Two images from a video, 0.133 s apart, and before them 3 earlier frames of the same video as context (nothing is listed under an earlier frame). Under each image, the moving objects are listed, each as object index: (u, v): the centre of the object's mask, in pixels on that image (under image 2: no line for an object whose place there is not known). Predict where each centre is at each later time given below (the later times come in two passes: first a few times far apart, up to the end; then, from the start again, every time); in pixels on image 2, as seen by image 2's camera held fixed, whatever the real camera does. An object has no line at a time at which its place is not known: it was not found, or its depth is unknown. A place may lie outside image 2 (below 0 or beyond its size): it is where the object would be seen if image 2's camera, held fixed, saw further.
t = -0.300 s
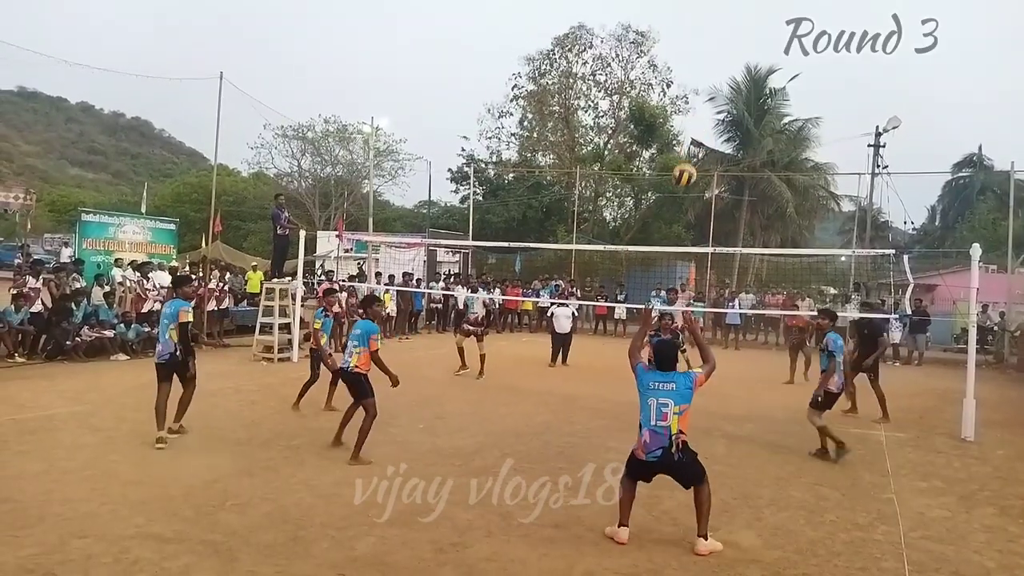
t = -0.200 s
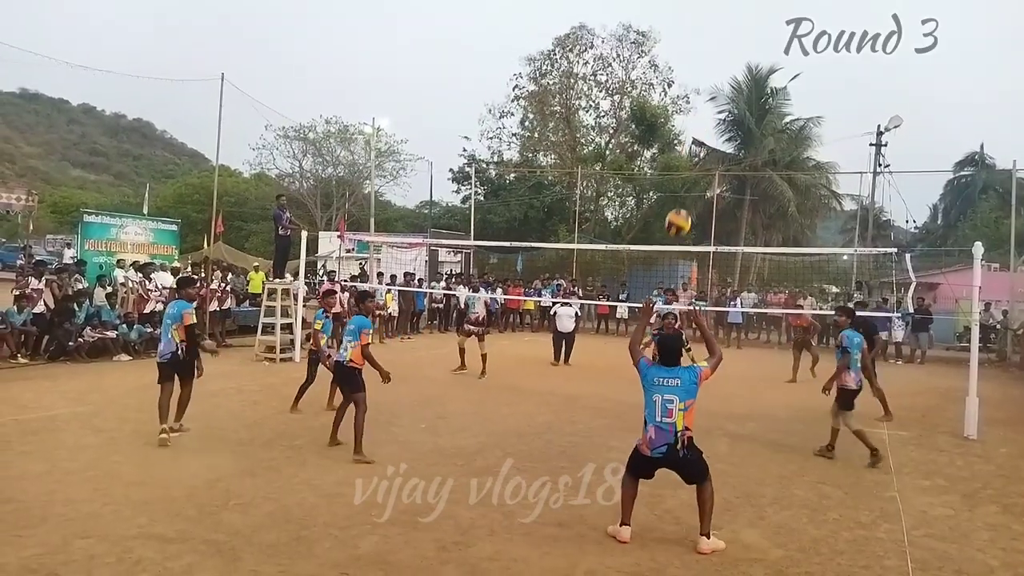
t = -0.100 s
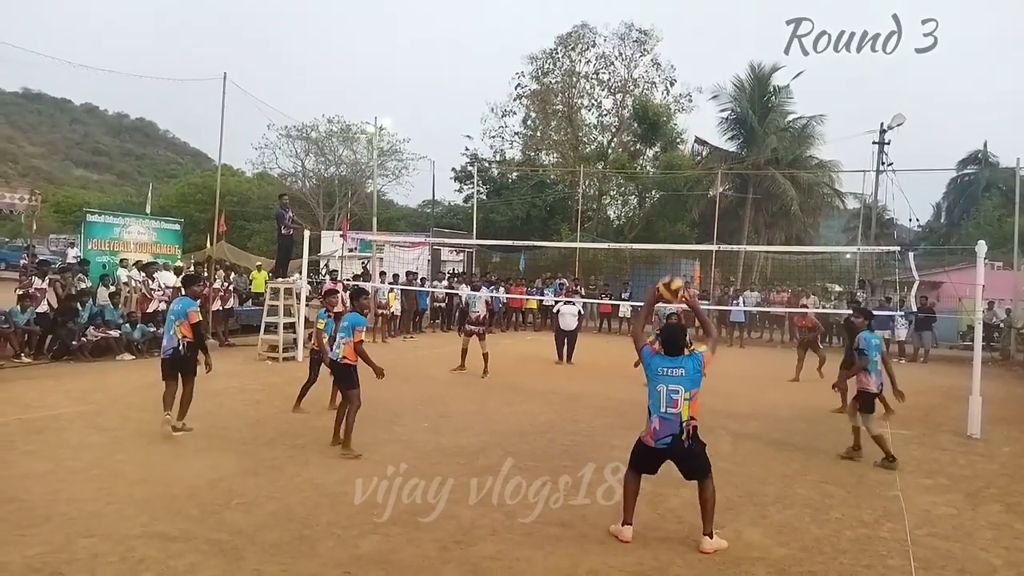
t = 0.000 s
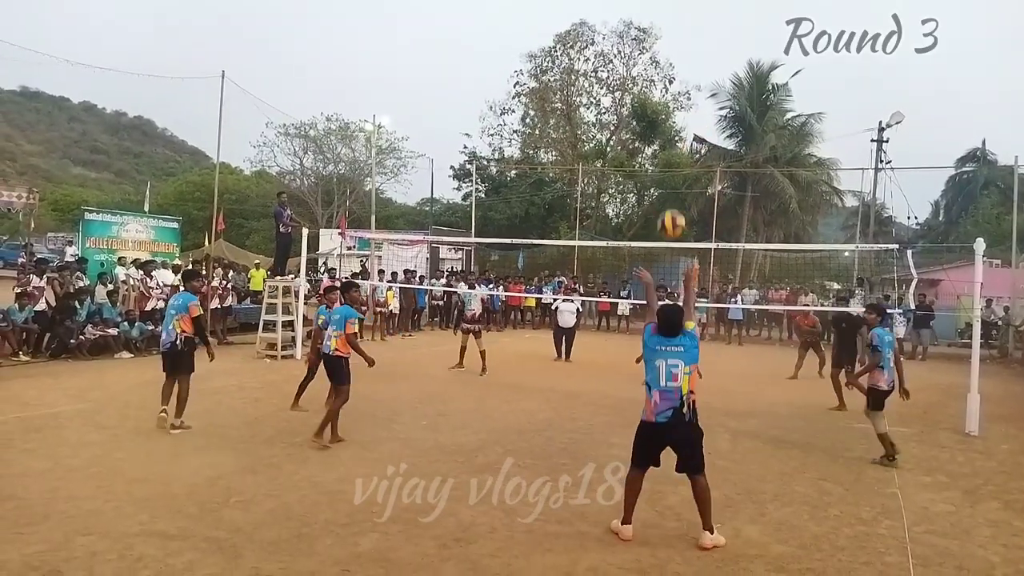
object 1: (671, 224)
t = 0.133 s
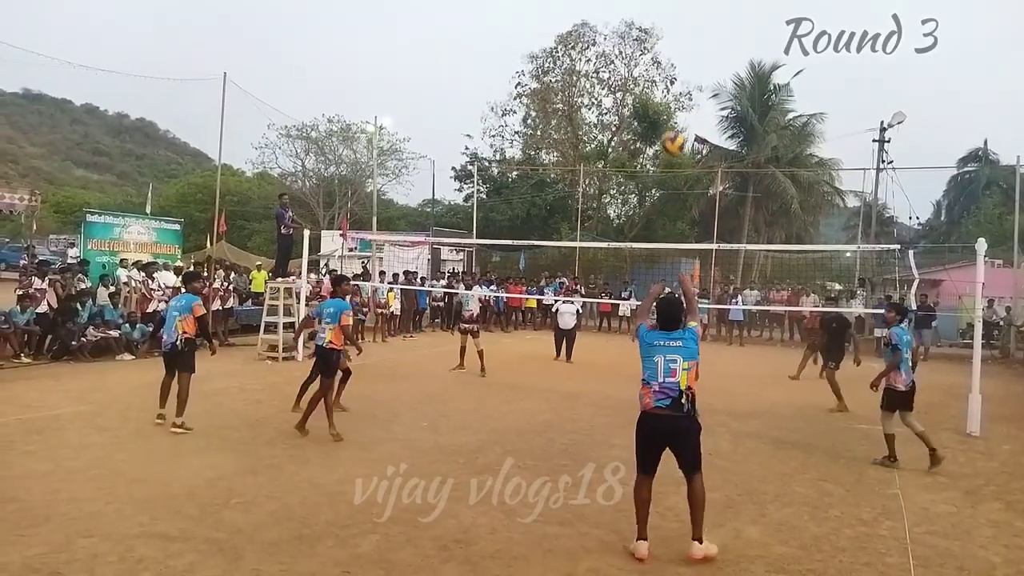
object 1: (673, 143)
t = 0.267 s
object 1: (672, 90)
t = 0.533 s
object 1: (667, 54)
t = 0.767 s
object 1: (663, 80)
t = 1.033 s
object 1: (657, 159)
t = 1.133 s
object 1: (653, 198)
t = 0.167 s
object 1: (672, 128)
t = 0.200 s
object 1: (672, 114)
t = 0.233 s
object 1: (672, 101)
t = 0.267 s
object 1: (672, 90)
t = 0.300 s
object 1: (671, 81)
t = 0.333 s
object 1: (671, 73)
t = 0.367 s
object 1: (670, 67)
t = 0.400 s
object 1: (670, 62)
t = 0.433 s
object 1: (669, 58)
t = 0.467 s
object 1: (668, 56)
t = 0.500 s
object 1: (668, 54)
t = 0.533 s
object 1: (667, 54)
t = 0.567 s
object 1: (667, 55)
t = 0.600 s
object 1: (666, 56)
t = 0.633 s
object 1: (665, 60)
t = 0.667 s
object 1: (665, 63)
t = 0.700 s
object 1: (665, 67)
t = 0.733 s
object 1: (665, 73)
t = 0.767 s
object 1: (663, 80)
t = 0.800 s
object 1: (663, 87)
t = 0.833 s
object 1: (662, 95)
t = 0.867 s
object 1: (661, 104)
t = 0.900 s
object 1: (660, 114)
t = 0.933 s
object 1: (659, 124)
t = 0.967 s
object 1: (658, 134)
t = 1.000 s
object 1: (657, 146)
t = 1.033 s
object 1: (657, 159)
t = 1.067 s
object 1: (655, 171)
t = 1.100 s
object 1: (654, 184)
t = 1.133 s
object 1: (653, 198)
